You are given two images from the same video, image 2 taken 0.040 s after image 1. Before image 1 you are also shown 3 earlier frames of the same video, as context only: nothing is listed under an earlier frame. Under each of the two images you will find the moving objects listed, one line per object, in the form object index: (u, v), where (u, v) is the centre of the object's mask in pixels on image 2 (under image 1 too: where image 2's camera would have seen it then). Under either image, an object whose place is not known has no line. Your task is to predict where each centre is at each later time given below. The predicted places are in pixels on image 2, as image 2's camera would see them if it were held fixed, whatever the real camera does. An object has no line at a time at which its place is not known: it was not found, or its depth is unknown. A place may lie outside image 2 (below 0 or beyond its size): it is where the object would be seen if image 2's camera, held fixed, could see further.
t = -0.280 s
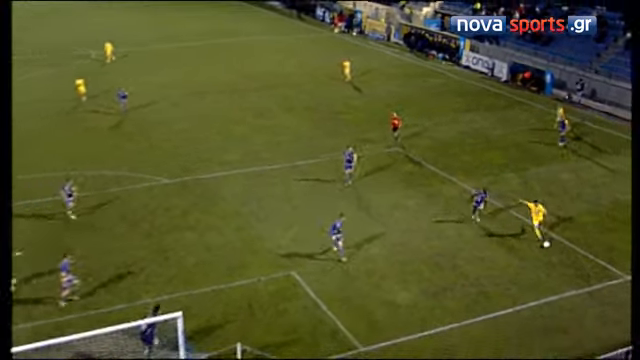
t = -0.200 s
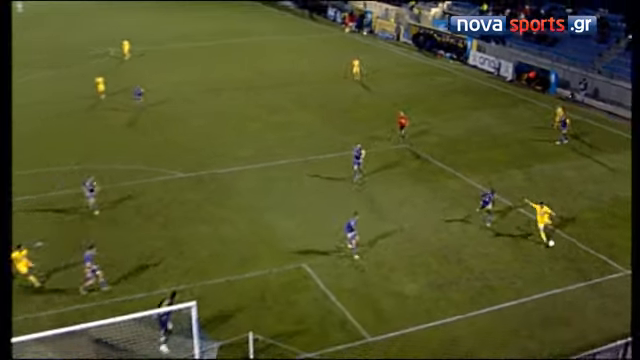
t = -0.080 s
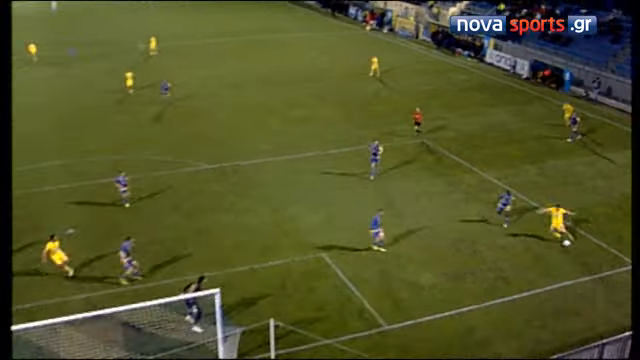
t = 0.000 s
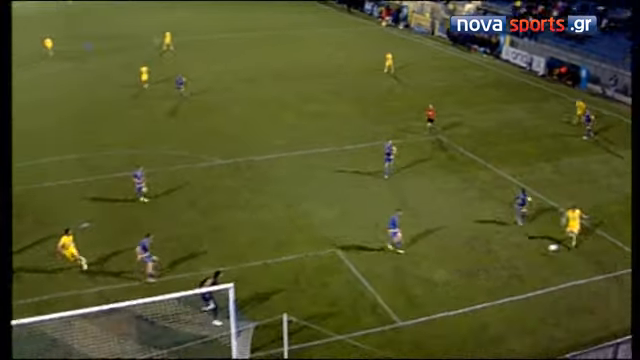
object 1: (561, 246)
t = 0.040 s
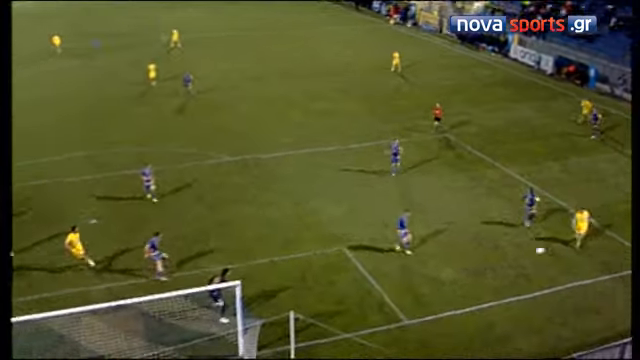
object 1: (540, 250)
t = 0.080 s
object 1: (519, 254)
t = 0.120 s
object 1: (497, 259)
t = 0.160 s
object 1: (474, 264)
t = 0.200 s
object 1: (449, 269)
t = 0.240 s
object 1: (424, 275)
